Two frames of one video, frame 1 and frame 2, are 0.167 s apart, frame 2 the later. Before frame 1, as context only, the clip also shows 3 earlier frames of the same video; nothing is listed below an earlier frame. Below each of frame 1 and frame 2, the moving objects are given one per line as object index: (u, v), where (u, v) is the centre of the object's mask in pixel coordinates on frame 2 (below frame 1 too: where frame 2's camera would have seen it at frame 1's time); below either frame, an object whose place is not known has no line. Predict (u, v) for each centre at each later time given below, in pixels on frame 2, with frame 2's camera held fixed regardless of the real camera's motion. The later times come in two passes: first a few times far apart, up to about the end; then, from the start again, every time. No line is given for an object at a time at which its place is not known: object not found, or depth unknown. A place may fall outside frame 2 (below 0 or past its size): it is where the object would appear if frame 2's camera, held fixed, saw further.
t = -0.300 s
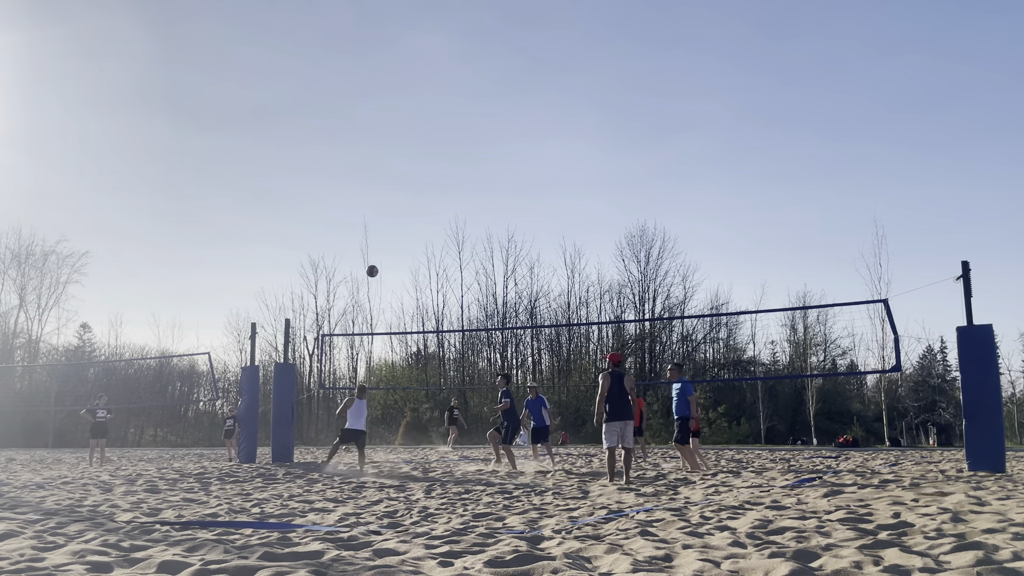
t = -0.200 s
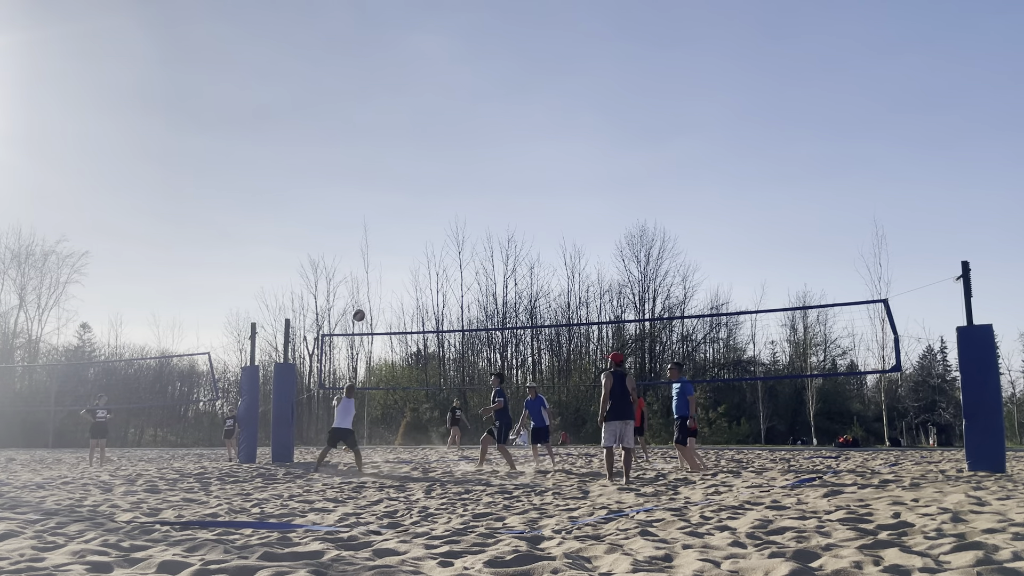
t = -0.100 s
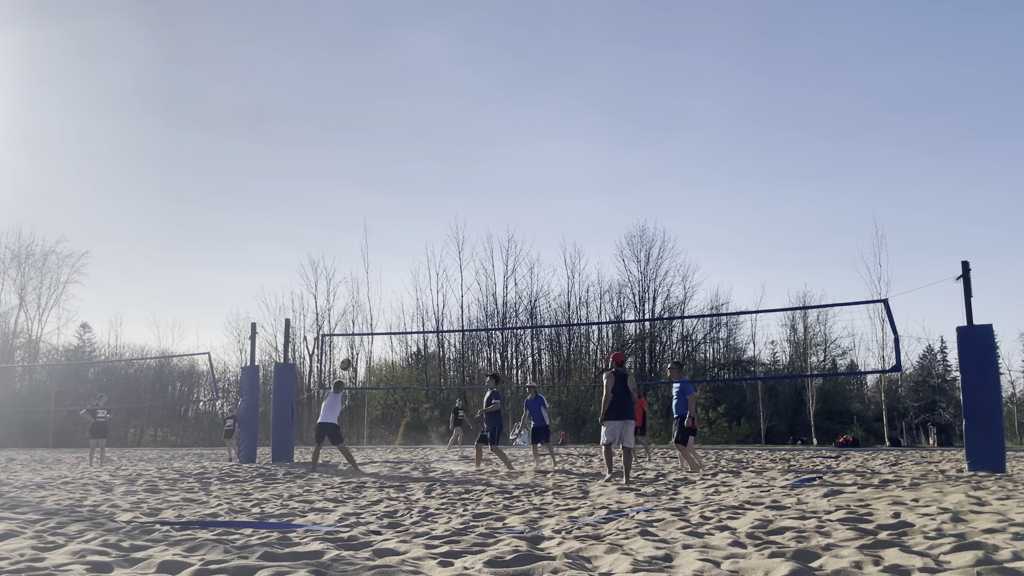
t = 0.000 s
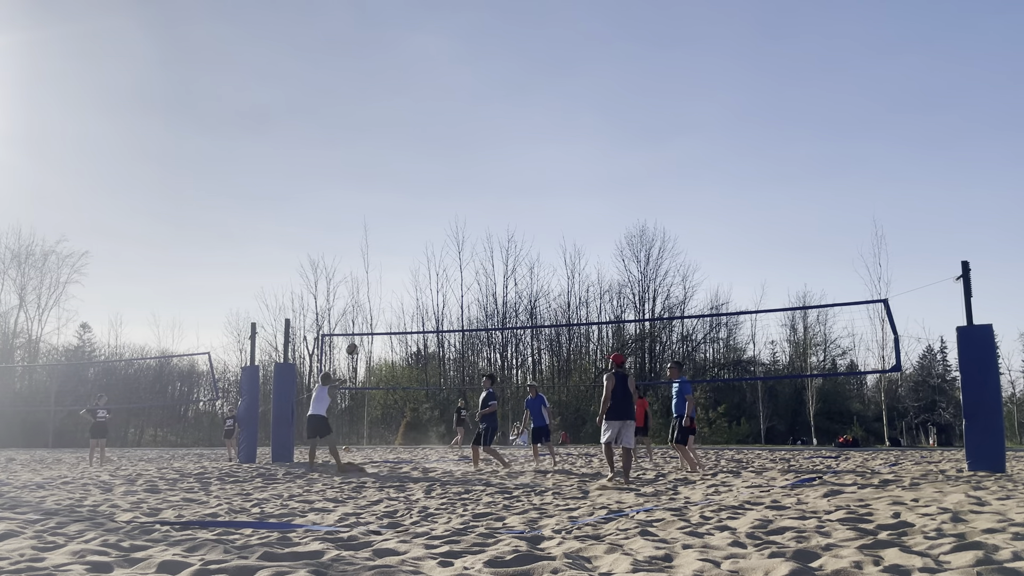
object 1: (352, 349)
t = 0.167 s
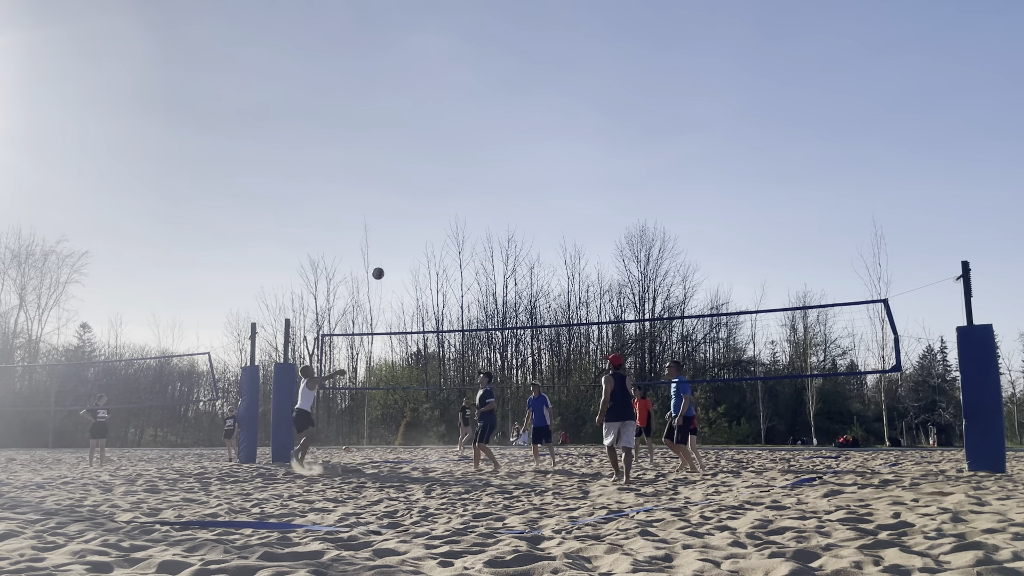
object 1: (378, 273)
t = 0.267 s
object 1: (392, 237)
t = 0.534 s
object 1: (430, 169)
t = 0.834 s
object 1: (470, 143)
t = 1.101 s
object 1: (504, 162)
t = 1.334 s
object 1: (532, 213)
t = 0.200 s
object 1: (383, 260)
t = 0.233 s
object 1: (387, 248)
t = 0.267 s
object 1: (392, 237)
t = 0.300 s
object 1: (397, 226)
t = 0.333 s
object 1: (402, 215)
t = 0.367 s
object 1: (406, 206)
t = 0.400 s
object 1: (411, 197)
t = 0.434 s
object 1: (416, 189)
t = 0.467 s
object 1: (421, 182)
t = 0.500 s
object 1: (425, 175)
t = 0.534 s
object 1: (430, 169)
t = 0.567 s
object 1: (435, 163)
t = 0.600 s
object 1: (439, 158)
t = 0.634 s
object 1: (444, 154)
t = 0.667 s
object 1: (448, 151)
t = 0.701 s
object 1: (452, 148)
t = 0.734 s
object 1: (457, 146)
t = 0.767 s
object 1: (461, 144)
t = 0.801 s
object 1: (466, 143)
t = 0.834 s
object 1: (470, 143)
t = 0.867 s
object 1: (474, 143)
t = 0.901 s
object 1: (479, 144)
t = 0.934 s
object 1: (483, 145)
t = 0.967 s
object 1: (487, 147)
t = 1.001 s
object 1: (492, 150)
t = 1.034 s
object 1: (496, 153)
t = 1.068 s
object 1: (500, 157)
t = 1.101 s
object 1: (504, 162)
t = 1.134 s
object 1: (508, 167)
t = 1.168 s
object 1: (512, 173)
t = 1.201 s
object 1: (516, 180)
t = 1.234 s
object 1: (520, 187)
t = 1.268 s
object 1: (524, 195)
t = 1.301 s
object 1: (528, 204)
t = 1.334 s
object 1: (532, 213)
